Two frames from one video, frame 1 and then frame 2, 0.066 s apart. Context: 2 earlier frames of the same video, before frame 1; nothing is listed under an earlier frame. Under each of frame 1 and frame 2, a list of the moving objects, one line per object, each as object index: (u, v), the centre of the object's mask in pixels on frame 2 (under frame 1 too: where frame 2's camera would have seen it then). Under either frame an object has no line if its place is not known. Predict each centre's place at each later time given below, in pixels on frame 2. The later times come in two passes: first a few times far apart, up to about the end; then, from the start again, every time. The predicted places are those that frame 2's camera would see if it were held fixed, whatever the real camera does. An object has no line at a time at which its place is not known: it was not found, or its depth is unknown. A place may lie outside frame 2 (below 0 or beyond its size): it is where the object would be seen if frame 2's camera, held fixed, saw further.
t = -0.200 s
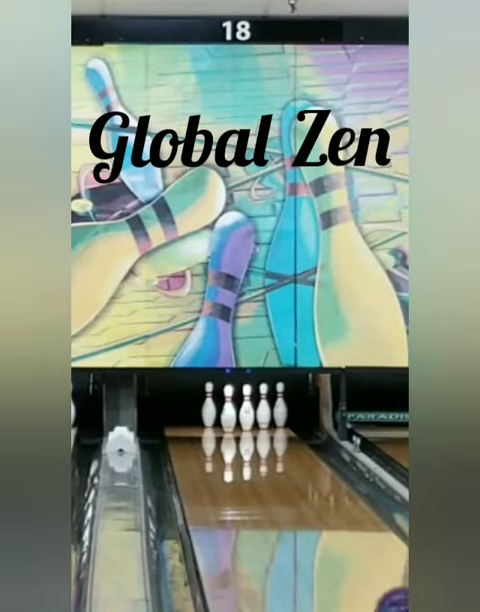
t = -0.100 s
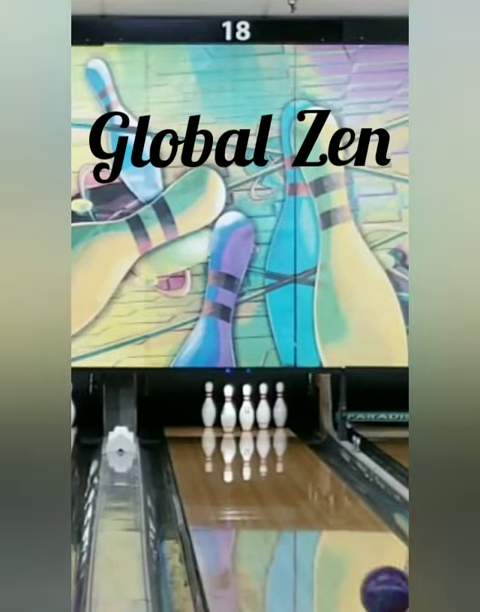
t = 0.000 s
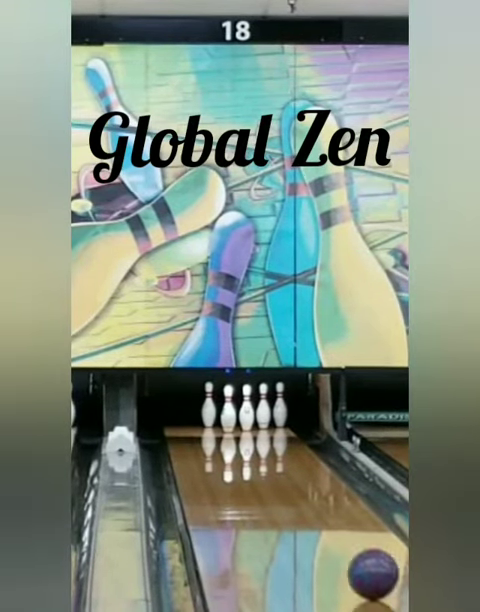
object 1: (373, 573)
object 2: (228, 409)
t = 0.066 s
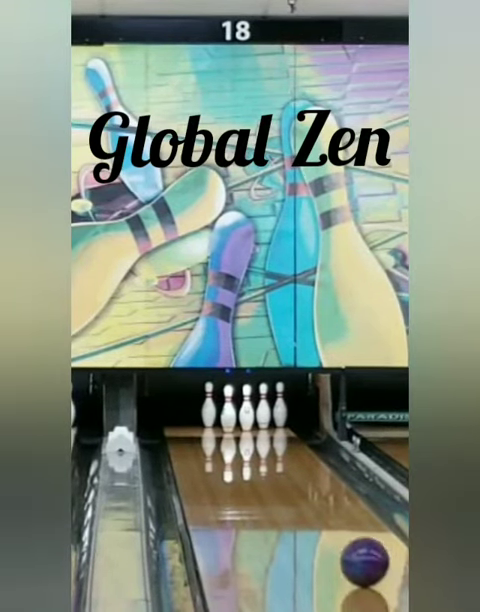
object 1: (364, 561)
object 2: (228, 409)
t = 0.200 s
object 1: (349, 540)
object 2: (228, 409)
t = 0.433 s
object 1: (327, 510)
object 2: (228, 409)
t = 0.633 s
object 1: (310, 489)
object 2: (228, 410)
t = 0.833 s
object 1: (297, 472)
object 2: (228, 410)
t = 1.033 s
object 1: (285, 455)
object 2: (228, 409)
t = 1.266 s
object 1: (269, 441)
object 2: (228, 409)
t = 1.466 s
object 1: (256, 430)
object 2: (228, 409)
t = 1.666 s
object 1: (241, 421)
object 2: (227, 407)
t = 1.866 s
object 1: (241, 415)
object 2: (163, 390)
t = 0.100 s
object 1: (360, 556)
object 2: (228, 409)
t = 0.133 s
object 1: (356, 551)
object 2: (228, 409)
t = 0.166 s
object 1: (353, 546)
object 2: (228, 409)
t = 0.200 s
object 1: (349, 540)
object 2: (228, 409)
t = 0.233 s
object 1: (346, 535)
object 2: (228, 409)
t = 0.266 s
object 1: (342, 531)
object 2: (228, 409)
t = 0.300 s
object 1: (340, 527)
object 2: (228, 409)
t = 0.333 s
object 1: (336, 523)
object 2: (228, 409)
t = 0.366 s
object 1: (333, 518)
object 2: (228, 409)
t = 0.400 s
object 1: (330, 514)
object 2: (228, 409)
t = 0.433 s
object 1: (327, 510)
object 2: (228, 409)
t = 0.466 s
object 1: (324, 507)
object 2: (228, 409)
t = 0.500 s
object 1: (321, 503)
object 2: (228, 409)
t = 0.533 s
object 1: (318, 499)
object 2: (228, 410)
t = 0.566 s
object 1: (316, 497)
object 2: (228, 410)
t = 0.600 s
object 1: (313, 493)
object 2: (228, 410)
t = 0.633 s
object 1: (310, 489)
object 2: (228, 410)
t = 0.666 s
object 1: (308, 486)
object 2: (228, 410)
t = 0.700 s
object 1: (305, 483)
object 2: (228, 410)
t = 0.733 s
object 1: (303, 480)
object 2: (228, 410)
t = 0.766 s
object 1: (301, 477)
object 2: (228, 410)
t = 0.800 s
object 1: (300, 474)
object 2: (228, 410)
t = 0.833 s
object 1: (297, 472)
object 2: (228, 410)
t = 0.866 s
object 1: (295, 469)
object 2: (228, 409)
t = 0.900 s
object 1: (293, 466)
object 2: (228, 410)
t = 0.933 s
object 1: (291, 463)
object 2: (228, 410)
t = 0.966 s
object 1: (289, 461)
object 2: (228, 409)
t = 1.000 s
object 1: (287, 458)
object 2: (228, 409)
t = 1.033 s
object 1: (285, 455)
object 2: (228, 409)
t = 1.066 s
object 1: (282, 453)
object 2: (228, 409)
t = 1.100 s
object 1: (280, 451)
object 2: (228, 409)
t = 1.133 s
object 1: (277, 449)
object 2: (228, 409)
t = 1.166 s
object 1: (275, 447)
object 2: (228, 409)
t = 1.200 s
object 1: (273, 445)
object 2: (228, 409)
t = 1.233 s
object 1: (271, 443)
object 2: (228, 410)
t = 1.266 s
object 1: (269, 441)
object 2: (228, 409)
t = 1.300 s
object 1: (267, 439)
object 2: (228, 409)
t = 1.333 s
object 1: (265, 437)
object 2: (228, 409)
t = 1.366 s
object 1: (263, 435)
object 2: (228, 409)
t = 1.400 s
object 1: (260, 433)
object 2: (228, 409)
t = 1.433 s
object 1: (259, 431)
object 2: (228, 409)
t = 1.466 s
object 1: (256, 430)
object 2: (228, 409)
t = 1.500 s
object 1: (253, 428)
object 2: (228, 409)
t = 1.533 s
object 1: (251, 427)
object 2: (228, 409)
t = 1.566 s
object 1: (249, 425)
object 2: (228, 409)
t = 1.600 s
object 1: (246, 424)
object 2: (227, 409)
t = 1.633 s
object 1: (243, 423)
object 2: (227, 408)
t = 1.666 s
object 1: (241, 421)
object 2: (227, 407)
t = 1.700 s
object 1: (240, 420)
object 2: (221, 406)
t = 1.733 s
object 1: (241, 418)
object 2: (198, 408)
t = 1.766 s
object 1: (241, 418)
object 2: (185, 405)
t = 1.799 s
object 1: (241, 417)
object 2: (173, 402)
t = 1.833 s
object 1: (241, 416)
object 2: (163, 396)
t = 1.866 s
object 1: (241, 415)
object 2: (163, 390)
